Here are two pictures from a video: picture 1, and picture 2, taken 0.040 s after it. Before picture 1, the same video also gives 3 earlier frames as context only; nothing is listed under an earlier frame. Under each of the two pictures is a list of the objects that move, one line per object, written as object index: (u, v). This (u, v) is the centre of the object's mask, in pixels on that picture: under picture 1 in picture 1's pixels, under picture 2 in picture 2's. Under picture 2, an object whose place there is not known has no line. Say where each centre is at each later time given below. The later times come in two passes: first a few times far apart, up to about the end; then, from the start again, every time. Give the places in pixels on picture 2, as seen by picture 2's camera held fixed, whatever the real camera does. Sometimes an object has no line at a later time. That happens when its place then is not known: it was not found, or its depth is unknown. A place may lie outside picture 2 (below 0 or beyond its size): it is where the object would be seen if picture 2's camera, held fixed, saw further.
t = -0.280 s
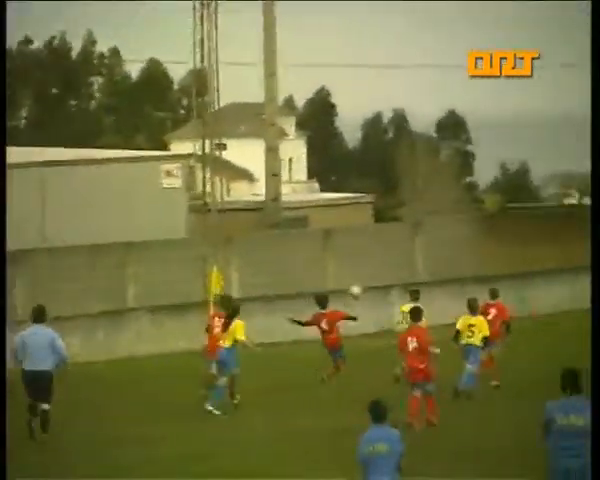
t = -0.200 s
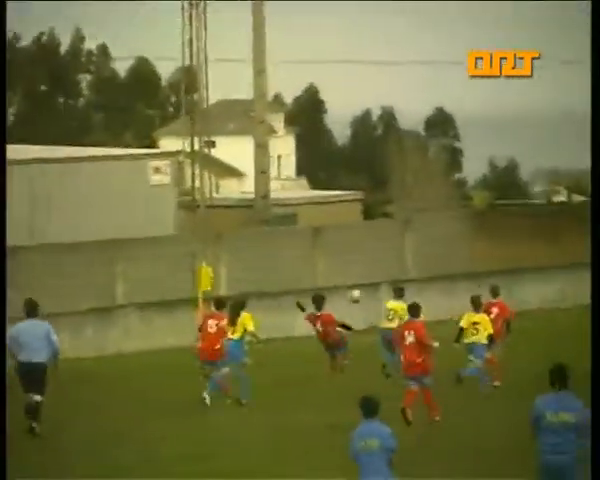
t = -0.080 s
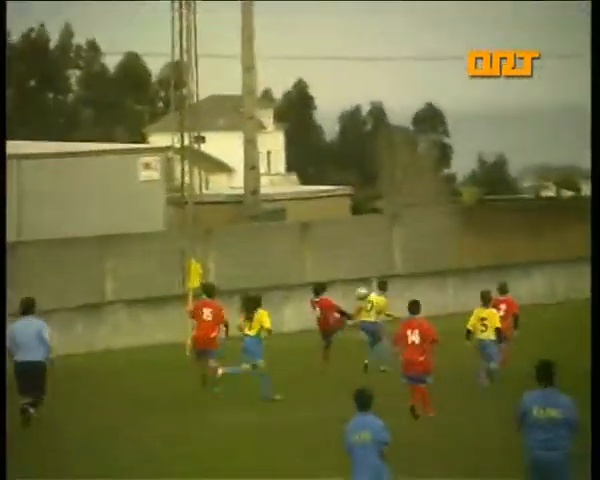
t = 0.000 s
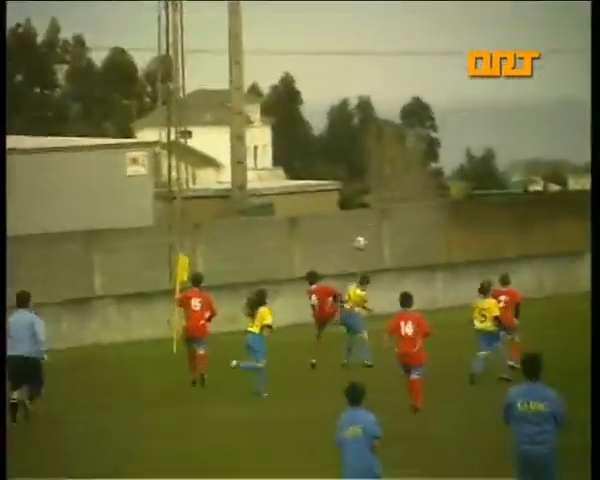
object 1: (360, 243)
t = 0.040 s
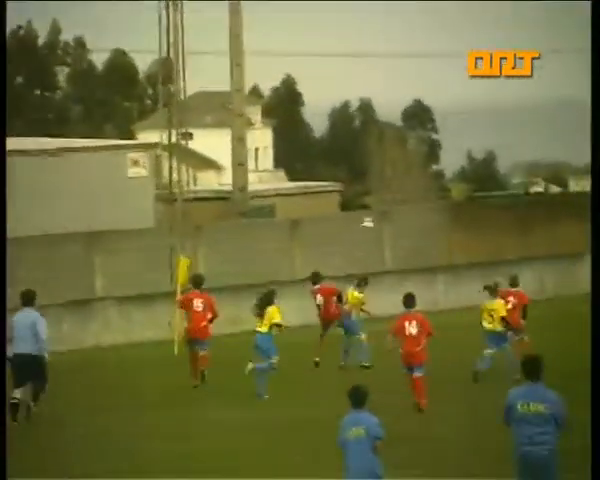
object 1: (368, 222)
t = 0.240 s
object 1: (403, 139)
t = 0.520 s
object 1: (456, 73)
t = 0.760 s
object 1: (501, 62)
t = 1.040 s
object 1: (554, 101)
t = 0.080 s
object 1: (375, 204)
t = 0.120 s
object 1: (383, 186)
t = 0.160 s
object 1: (388, 169)
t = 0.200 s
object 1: (396, 153)
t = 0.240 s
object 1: (403, 139)
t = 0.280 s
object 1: (409, 126)
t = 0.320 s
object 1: (416, 115)
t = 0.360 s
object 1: (422, 101)
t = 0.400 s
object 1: (430, 97)
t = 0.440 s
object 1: (438, 89)
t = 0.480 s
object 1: (445, 82)
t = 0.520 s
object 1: (456, 73)
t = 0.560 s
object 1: (463, 68)
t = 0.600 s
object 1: (470, 65)
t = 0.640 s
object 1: (478, 63)
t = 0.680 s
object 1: (486, 60)
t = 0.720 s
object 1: (493, 61)
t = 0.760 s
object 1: (501, 62)
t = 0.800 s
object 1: (508, 64)
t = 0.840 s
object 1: (517, 67)
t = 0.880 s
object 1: (524, 71)
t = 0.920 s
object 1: (533, 78)
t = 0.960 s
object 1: (540, 85)
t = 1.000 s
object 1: (548, 91)
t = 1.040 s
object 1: (554, 101)
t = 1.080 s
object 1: (561, 110)
